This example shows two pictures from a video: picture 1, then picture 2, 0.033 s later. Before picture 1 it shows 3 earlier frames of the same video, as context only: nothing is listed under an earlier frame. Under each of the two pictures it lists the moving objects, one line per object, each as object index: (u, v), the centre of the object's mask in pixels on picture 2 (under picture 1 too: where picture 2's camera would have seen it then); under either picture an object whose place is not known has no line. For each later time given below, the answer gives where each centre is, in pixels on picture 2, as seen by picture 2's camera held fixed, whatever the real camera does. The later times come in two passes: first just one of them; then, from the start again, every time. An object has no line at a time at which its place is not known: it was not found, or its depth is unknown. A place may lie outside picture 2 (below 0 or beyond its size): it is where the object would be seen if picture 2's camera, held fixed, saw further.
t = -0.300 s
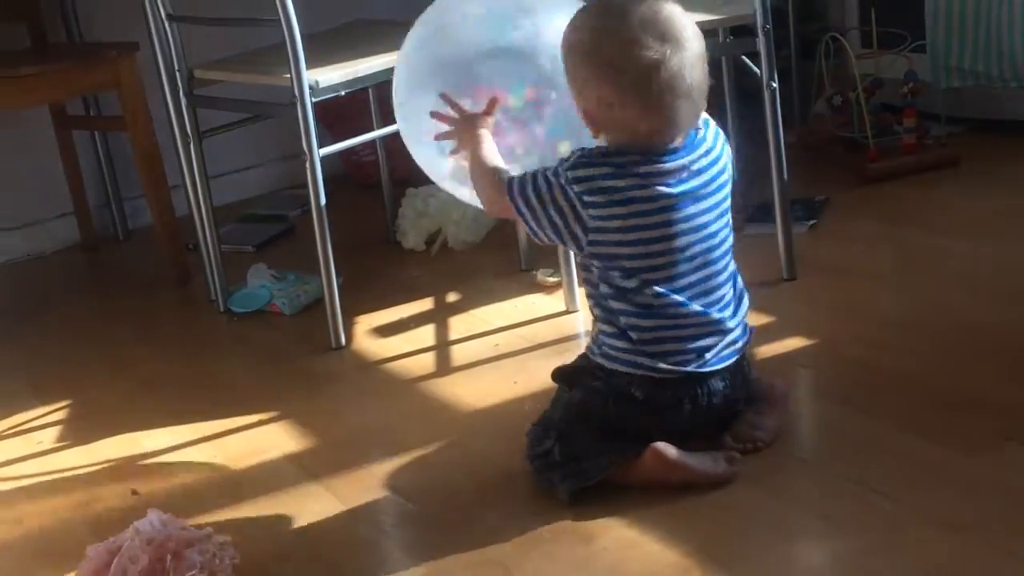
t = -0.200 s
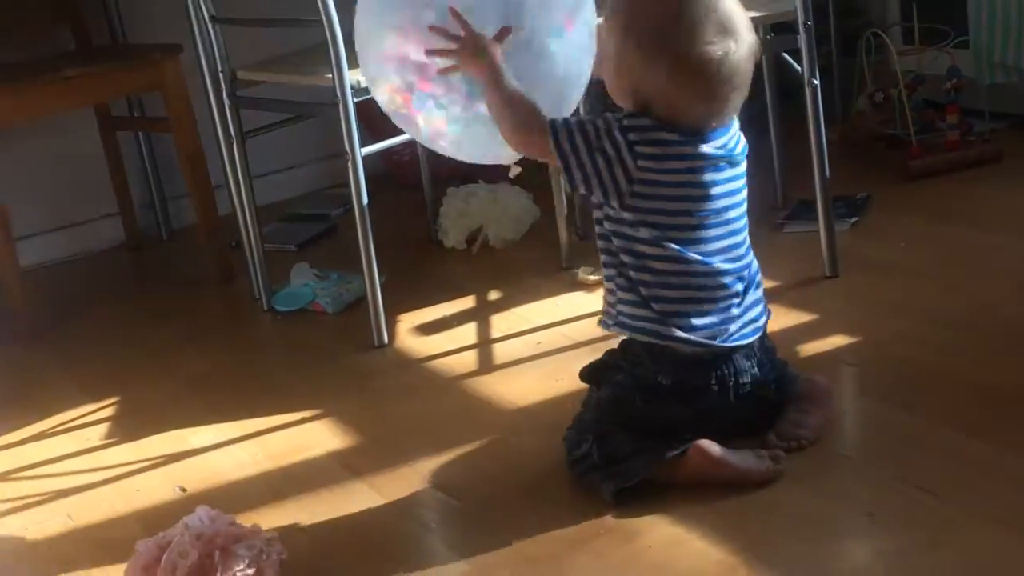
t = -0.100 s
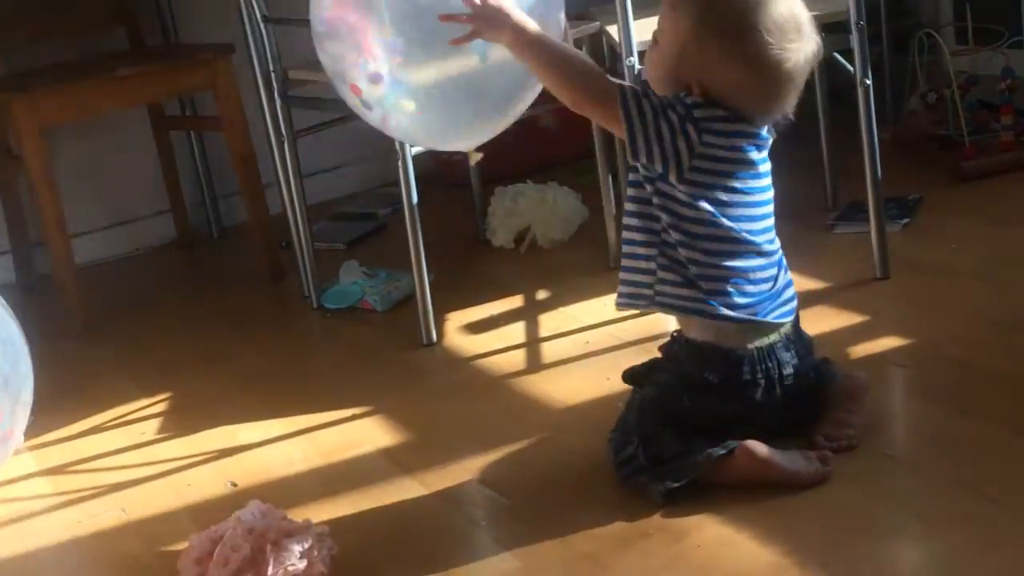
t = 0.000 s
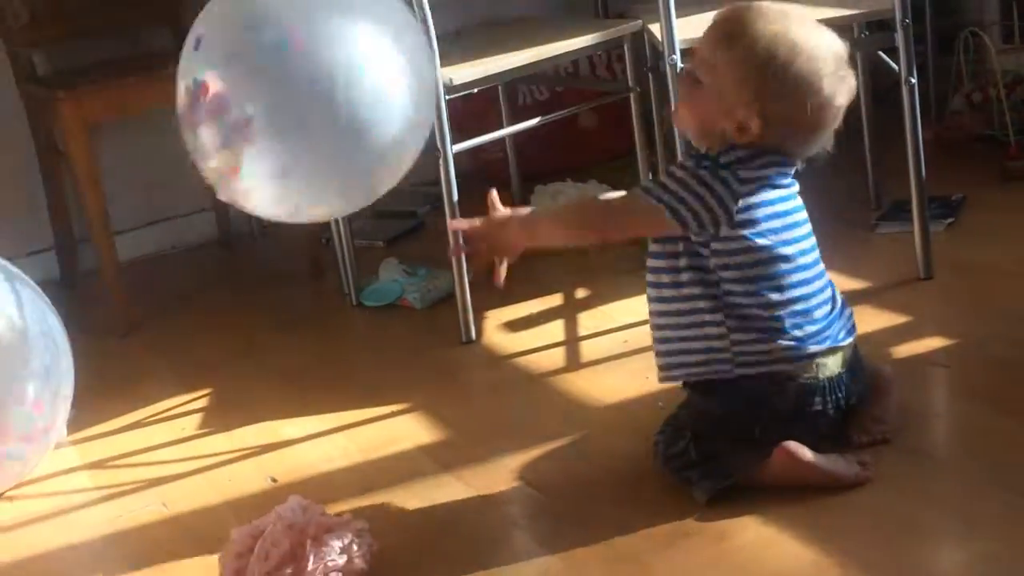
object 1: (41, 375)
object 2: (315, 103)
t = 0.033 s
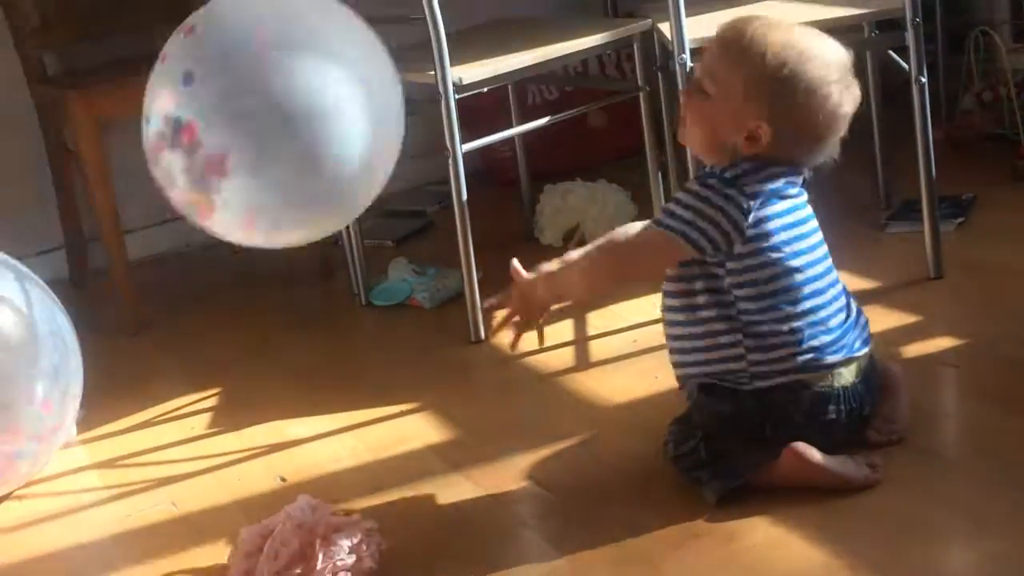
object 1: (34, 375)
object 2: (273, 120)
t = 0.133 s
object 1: (19, 374)
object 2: (152, 209)
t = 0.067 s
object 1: (28, 374)
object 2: (231, 145)
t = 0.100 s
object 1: (23, 375)
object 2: (191, 177)
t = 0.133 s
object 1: (19, 374)
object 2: (152, 209)
